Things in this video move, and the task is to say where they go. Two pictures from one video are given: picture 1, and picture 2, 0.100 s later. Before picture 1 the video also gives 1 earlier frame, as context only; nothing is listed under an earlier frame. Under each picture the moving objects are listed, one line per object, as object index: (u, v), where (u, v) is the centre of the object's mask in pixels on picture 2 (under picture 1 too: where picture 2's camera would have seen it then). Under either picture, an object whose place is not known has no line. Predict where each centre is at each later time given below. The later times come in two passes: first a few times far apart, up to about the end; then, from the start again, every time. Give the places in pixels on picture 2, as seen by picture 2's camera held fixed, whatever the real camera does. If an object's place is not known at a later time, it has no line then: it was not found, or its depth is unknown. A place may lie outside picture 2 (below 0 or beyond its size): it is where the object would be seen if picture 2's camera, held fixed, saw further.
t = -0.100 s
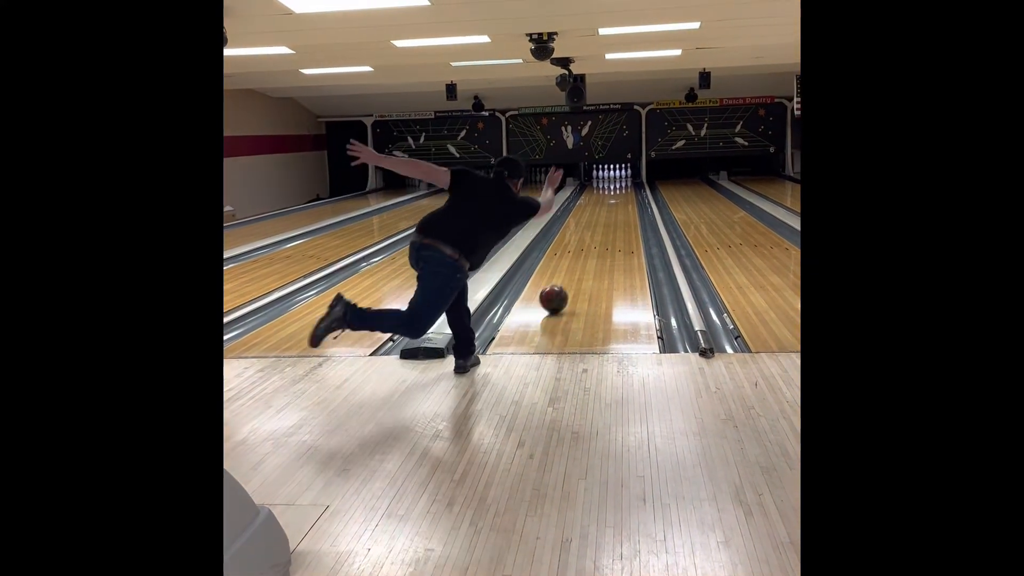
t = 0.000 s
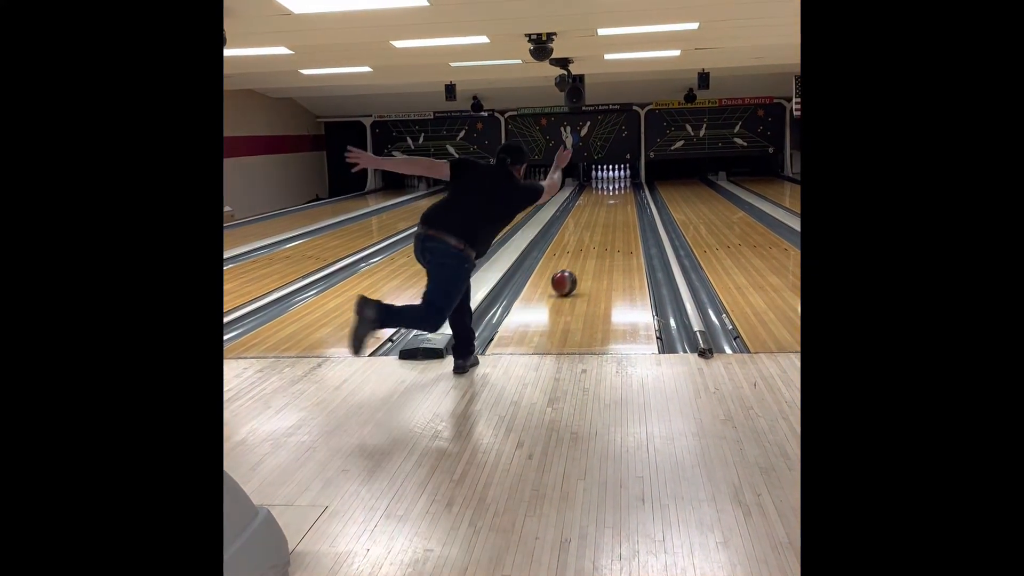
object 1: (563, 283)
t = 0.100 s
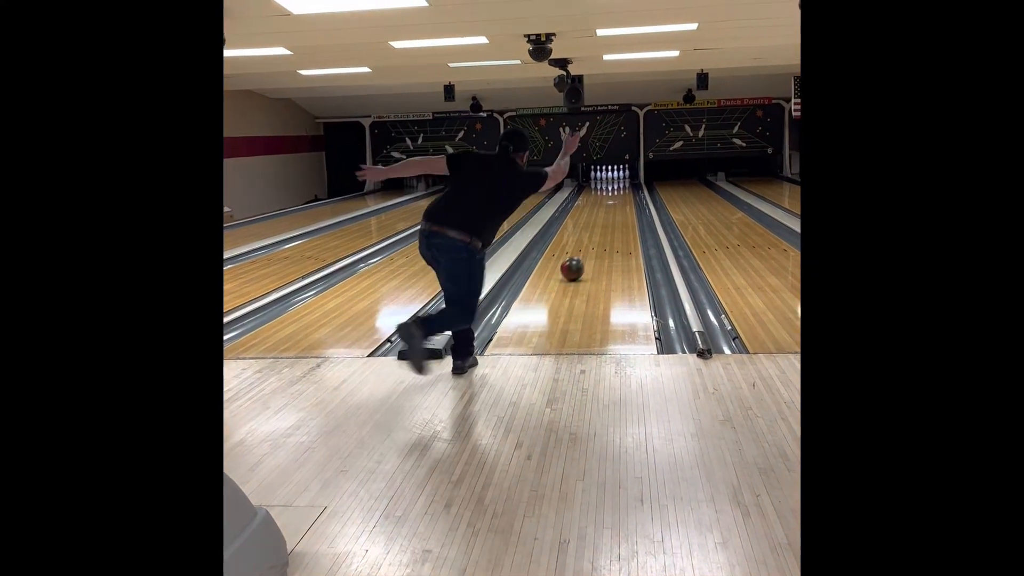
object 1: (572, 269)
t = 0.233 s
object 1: (582, 253)
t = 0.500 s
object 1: (596, 232)
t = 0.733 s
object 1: (604, 220)
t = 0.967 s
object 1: (610, 208)
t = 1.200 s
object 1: (615, 200)
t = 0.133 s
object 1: (575, 265)
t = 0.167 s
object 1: (578, 261)
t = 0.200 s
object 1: (580, 257)
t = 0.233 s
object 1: (582, 253)
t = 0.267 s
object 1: (584, 250)
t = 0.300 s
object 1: (586, 247)
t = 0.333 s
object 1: (588, 244)
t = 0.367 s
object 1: (590, 241)
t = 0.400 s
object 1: (592, 239)
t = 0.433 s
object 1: (593, 237)
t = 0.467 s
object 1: (595, 234)
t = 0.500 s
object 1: (596, 232)
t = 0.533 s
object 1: (598, 230)
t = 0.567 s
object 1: (599, 228)
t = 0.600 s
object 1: (600, 226)
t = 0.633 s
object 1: (601, 224)
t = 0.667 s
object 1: (602, 222)
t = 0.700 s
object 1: (604, 220)
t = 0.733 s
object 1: (604, 220)
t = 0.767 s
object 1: (611, 212)
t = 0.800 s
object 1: (607, 216)
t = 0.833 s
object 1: (607, 214)
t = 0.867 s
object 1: (608, 212)
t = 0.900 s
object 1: (609, 211)
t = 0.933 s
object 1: (610, 210)
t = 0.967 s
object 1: (610, 208)
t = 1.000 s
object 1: (612, 207)
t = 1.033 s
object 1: (612, 206)
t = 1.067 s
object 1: (612, 205)
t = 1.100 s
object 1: (613, 204)
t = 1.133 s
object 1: (614, 202)
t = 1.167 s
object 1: (614, 201)
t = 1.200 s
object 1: (615, 200)
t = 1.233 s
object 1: (615, 199)
